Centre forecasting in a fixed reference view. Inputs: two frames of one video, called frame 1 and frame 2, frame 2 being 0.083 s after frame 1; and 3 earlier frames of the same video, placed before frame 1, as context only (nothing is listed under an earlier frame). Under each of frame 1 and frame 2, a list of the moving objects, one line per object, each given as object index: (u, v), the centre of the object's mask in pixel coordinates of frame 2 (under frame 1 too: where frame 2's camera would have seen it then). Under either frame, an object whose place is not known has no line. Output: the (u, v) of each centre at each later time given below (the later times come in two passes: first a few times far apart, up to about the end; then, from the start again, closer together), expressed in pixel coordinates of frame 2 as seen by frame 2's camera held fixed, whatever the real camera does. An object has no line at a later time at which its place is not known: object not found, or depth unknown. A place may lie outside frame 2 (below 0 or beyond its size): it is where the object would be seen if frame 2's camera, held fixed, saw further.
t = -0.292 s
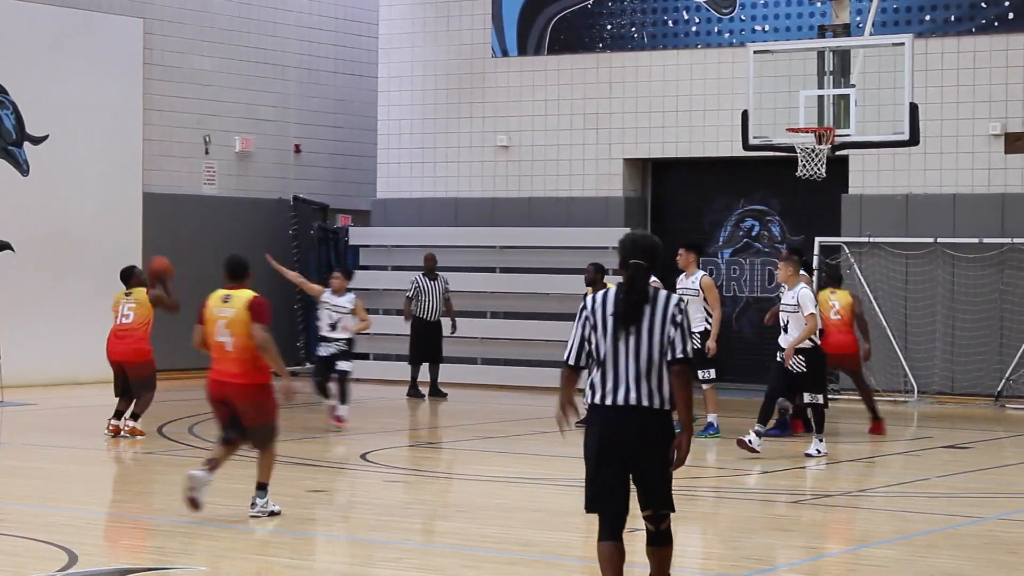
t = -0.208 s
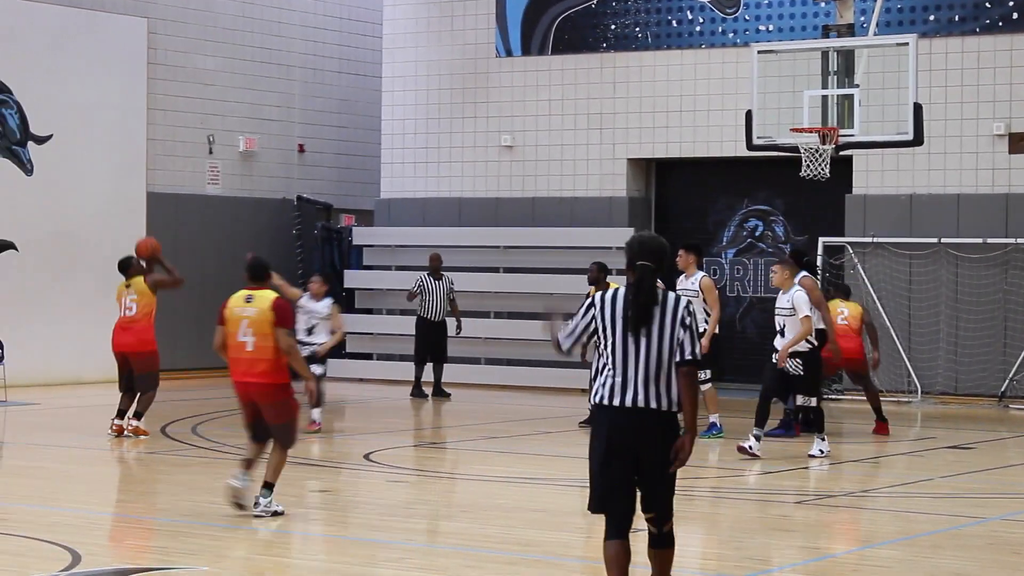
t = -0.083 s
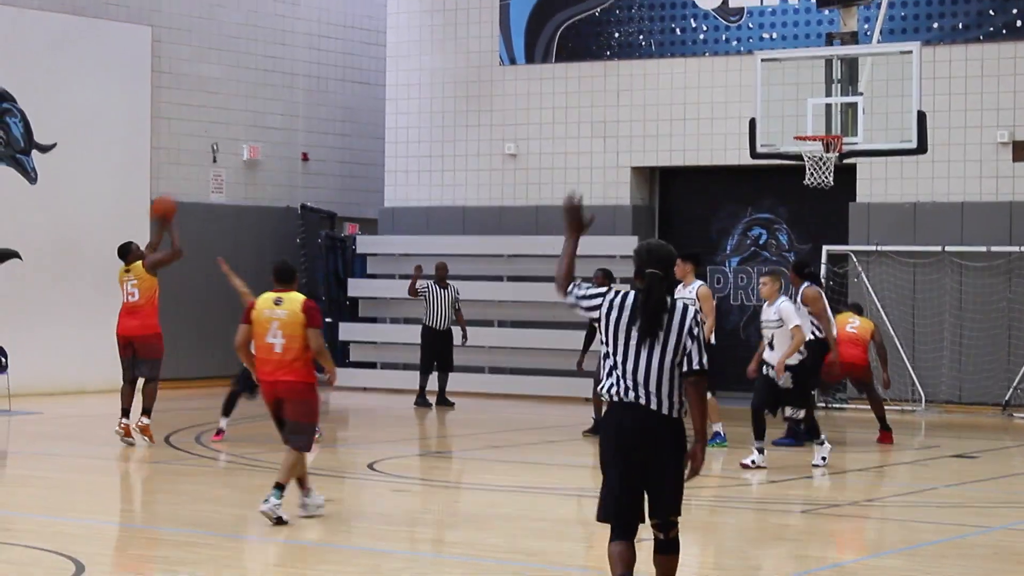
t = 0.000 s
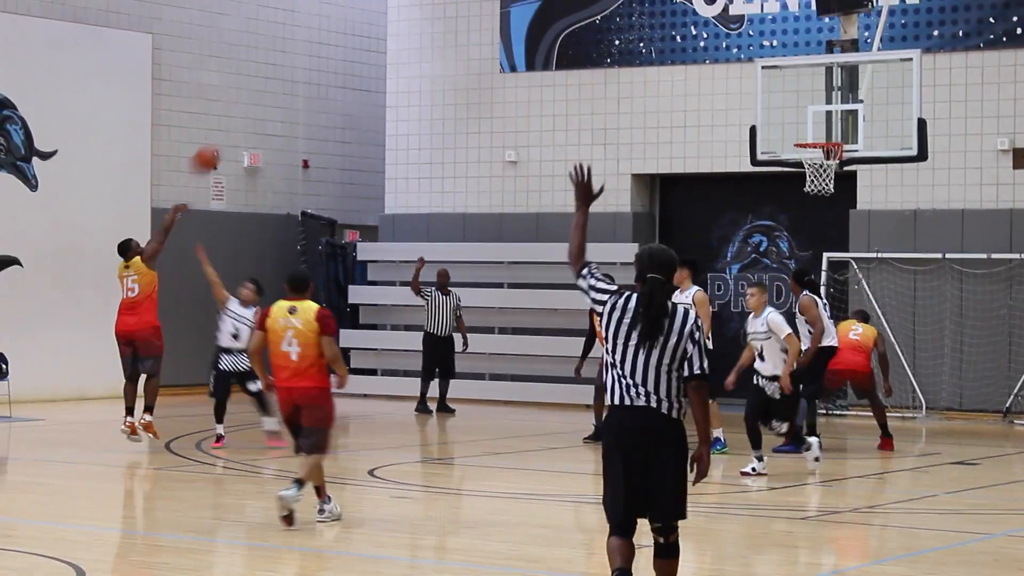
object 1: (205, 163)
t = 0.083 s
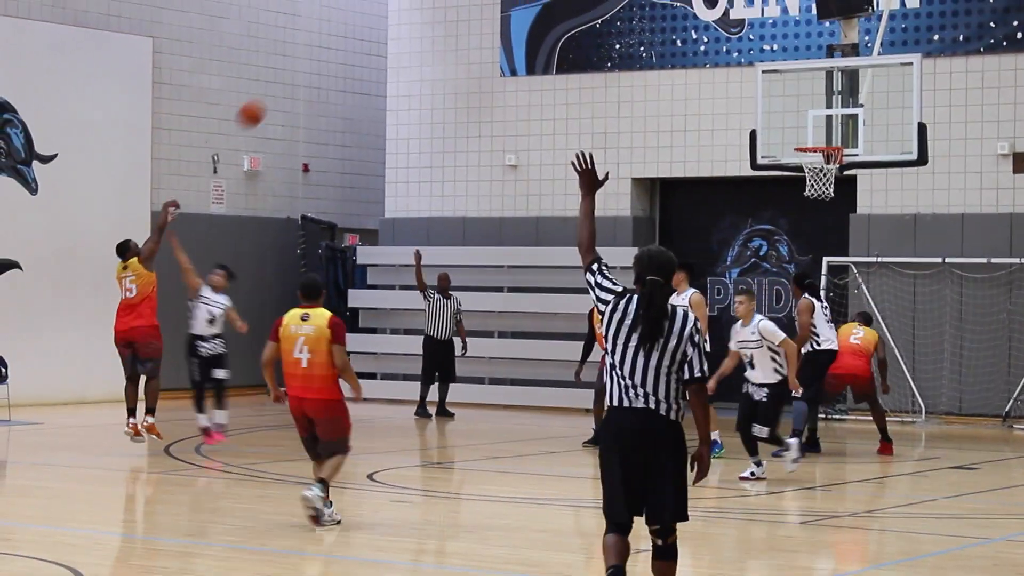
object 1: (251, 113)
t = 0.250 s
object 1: (339, 38)
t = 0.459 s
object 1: (446, -12)
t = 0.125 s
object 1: (273, 92)
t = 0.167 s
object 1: (296, 72)
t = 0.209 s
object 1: (318, 54)
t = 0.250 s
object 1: (339, 38)
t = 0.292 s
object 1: (361, 24)
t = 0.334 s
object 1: (381, 12)
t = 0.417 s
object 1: (425, -8)
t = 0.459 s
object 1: (446, -12)
